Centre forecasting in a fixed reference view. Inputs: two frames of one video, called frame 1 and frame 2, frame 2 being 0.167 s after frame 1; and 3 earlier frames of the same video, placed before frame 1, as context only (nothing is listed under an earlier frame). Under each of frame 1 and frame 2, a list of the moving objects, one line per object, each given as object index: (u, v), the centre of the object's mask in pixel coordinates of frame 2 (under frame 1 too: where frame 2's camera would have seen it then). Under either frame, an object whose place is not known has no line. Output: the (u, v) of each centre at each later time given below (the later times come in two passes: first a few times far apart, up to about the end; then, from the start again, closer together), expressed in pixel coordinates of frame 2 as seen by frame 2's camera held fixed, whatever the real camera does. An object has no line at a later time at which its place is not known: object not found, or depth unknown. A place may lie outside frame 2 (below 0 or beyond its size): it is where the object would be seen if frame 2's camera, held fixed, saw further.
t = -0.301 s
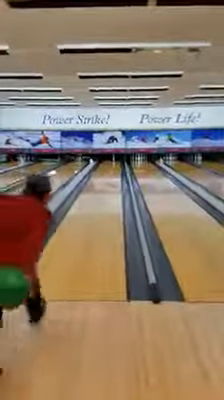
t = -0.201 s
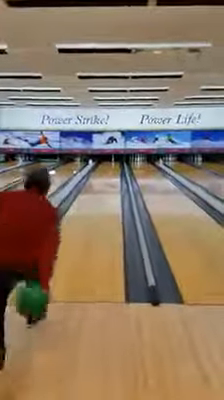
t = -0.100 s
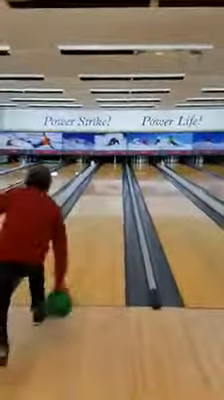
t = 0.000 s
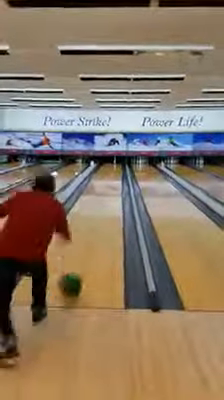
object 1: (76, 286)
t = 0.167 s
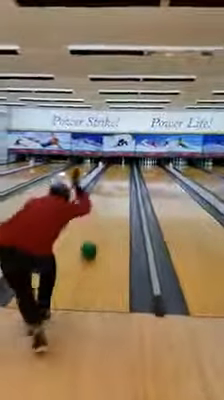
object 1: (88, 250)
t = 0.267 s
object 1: (94, 237)
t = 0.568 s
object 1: (103, 209)
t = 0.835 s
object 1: (108, 196)
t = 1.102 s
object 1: (111, 185)
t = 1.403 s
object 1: (113, 179)
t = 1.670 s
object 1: (115, 173)
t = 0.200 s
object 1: (90, 246)
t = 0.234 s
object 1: (92, 241)
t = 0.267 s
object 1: (94, 237)
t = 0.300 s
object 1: (95, 233)
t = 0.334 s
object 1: (97, 229)
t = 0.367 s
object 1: (98, 226)
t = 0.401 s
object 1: (99, 222)
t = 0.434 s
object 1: (99, 219)
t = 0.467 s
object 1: (100, 216)
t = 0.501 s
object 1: (101, 214)
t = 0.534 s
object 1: (102, 212)
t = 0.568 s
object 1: (103, 209)
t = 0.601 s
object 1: (104, 207)
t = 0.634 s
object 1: (104, 205)
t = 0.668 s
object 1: (105, 203)
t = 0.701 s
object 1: (105, 202)
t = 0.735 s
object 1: (106, 200)
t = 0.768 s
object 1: (107, 199)
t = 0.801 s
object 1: (107, 197)
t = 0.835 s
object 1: (108, 196)
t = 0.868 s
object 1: (108, 194)
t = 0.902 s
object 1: (109, 193)
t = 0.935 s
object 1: (109, 192)
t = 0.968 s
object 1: (109, 190)
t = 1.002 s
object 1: (110, 189)
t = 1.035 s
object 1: (110, 188)
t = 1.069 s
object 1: (110, 187)
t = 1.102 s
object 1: (111, 185)
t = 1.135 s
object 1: (111, 184)
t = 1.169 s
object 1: (112, 184)
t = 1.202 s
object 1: (112, 184)
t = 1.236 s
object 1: (112, 182)
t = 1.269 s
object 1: (112, 182)
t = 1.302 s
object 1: (113, 181)
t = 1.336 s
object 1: (113, 181)
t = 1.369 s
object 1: (114, 180)
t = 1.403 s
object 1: (113, 179)
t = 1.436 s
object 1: (115, 178)
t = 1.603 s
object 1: (115, 177)
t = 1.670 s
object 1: (115, 173)
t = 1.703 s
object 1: (115, 173)
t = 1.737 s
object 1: (115, 173)
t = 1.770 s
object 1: (115, 172)
